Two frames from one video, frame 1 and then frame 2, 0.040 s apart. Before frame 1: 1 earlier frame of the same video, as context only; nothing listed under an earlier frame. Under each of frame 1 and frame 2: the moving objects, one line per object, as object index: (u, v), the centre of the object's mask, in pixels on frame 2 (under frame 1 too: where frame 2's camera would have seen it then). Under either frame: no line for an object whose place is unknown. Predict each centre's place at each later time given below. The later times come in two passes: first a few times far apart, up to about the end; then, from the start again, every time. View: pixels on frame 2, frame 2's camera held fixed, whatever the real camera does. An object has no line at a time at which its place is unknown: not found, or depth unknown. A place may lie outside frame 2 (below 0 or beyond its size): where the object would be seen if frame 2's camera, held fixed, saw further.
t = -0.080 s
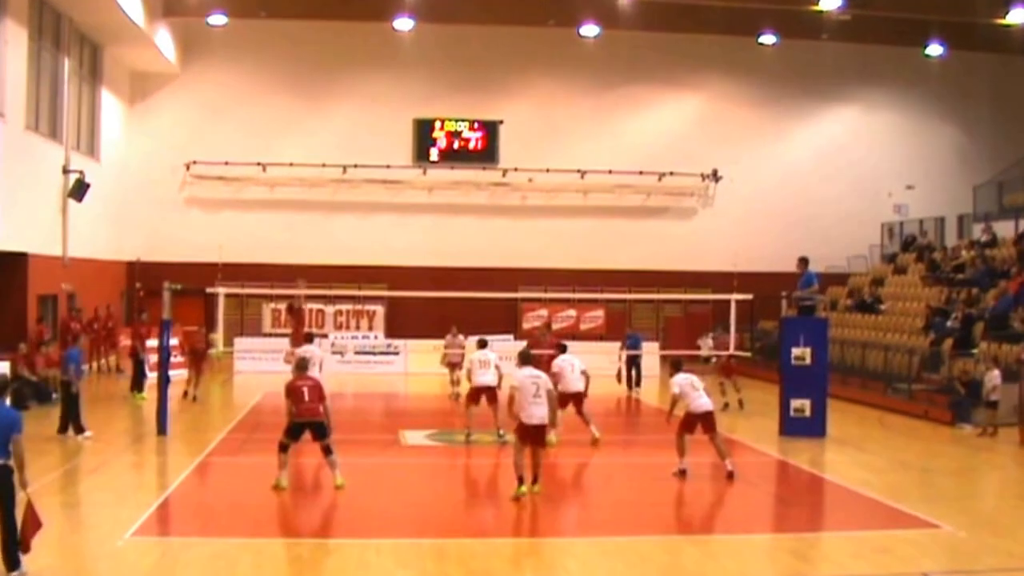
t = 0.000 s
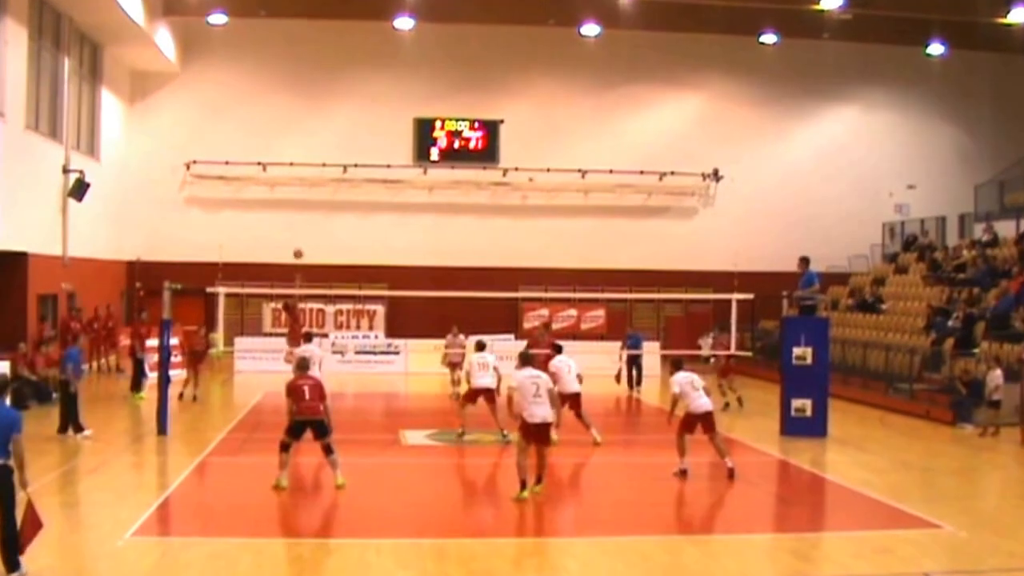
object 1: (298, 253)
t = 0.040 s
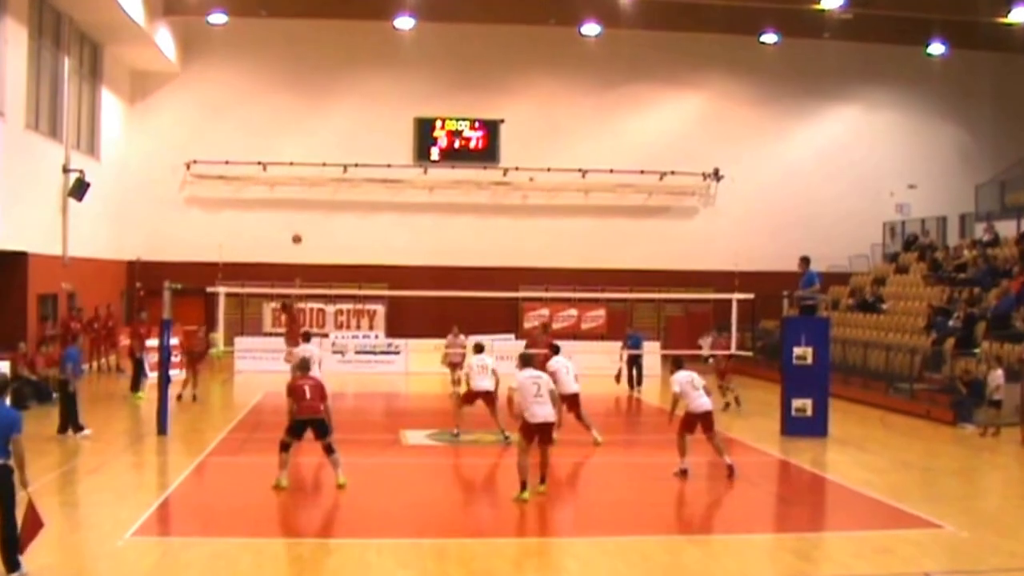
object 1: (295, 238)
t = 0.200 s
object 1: (291, 189)
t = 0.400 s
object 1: (284, 145)
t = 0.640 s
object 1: (275, 120)
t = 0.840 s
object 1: (267, 121)
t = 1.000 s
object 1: (261, 137)
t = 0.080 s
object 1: (295, 225)
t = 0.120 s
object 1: (293, 212)
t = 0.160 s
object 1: (292, 200)
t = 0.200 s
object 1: (291, 189)
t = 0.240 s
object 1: (289, 179)
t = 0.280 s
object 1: (288, 169)
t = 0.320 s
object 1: (286, 160)
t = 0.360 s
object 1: (285, 153)
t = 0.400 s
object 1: (284, 145)
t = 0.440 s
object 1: (282, 139)
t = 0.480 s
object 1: (281, 134)
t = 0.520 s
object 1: (279, 129)
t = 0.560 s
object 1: (278, 125)
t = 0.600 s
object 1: (277, 122)
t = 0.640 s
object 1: (275, 120)
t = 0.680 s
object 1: (274, 119)
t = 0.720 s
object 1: (272, 118)
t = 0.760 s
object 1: (270, 119)
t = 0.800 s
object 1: (269, 119)
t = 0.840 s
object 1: (267, 121)
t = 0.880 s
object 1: (266, 124)
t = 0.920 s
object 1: (264, 128)
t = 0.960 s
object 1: (262, 132)
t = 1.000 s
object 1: (261, 137)
